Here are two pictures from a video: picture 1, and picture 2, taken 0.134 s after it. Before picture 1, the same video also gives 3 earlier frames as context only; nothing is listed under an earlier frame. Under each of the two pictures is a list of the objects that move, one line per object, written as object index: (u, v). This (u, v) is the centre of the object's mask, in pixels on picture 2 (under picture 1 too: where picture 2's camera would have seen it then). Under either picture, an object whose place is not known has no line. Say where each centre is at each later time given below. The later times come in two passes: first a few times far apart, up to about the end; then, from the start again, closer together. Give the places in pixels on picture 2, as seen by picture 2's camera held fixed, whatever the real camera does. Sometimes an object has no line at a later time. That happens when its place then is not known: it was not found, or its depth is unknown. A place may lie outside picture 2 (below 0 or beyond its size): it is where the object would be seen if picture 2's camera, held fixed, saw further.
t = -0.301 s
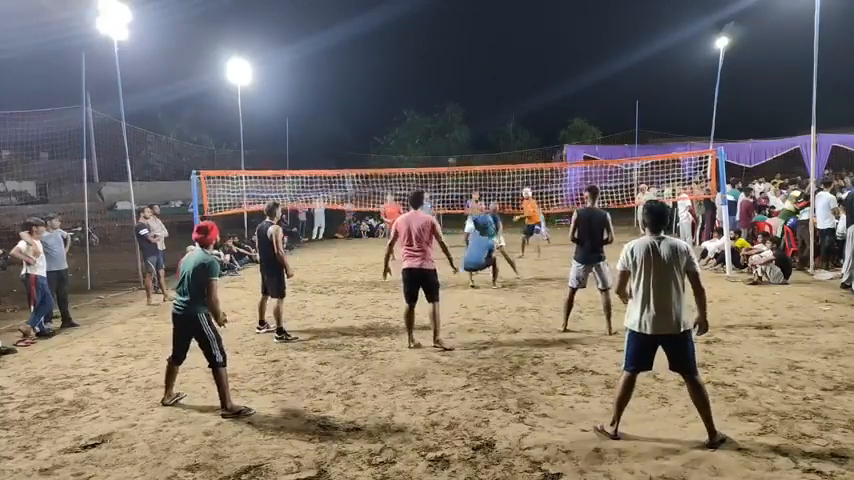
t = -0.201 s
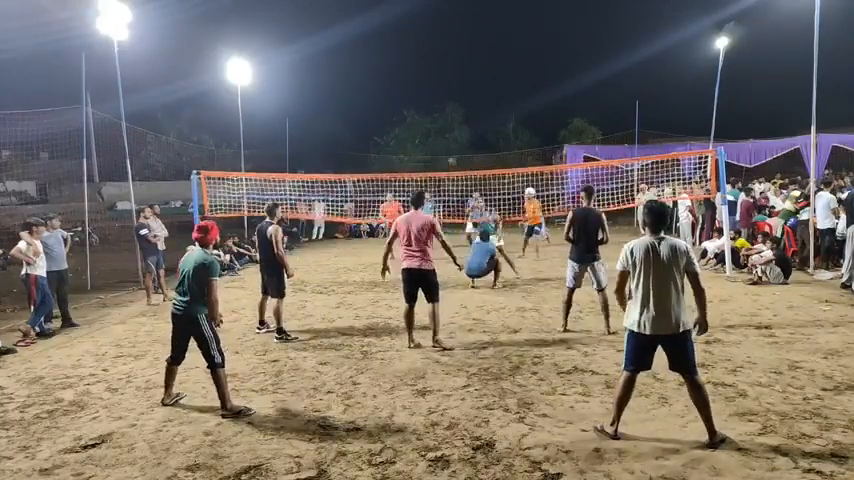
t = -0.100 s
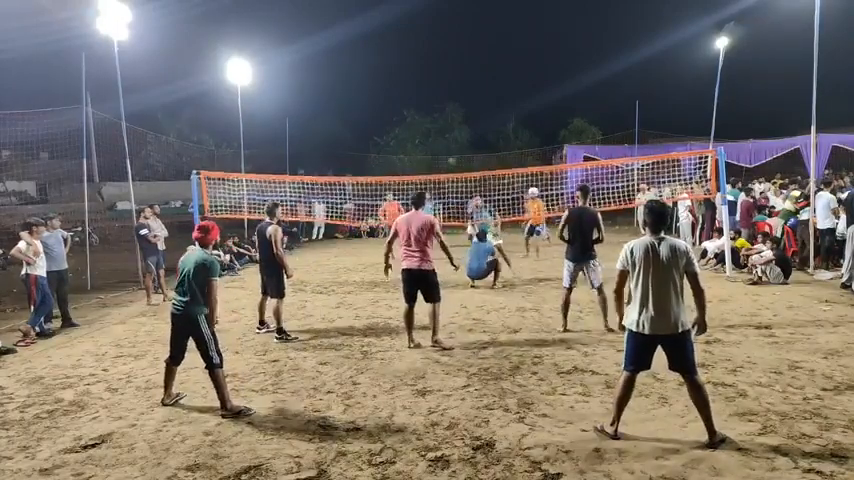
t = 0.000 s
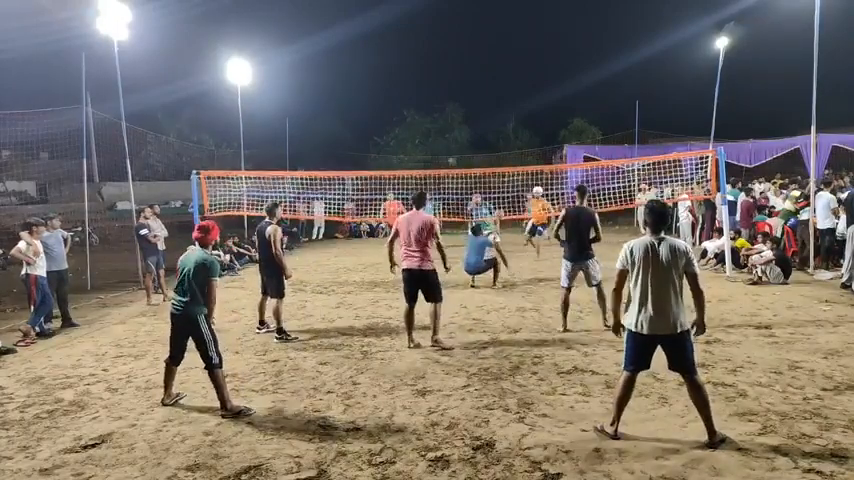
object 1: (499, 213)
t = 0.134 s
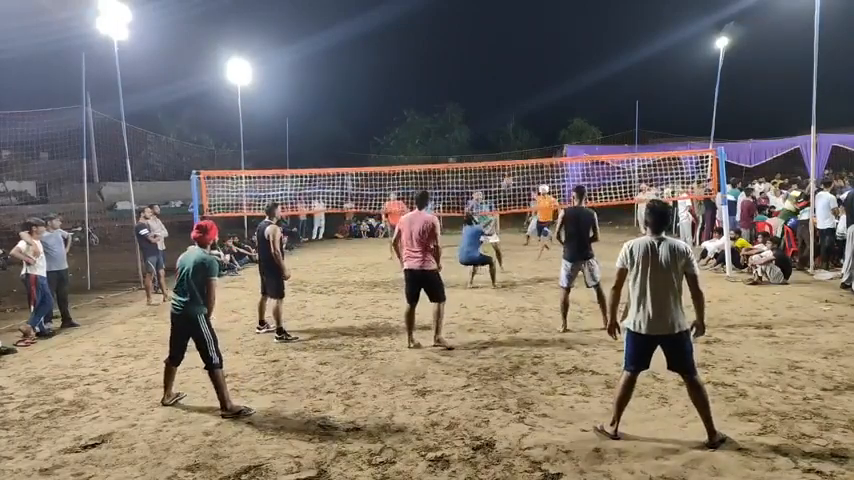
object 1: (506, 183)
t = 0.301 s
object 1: (519, 153)
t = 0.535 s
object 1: (540, 136)
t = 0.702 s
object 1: (557, 145)
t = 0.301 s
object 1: (519, 153)
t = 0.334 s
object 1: (522, 149)
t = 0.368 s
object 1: (525, 145)
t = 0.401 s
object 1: (528, 142)
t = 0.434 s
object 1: (531, 140)
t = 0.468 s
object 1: (534, 138)
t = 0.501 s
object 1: (537, 137)
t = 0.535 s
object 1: (540, 136)
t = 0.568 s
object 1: (544, 136)
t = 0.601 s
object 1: (547, 137)
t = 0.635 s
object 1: (550, 139)
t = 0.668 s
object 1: (554, 142)
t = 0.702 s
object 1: (557, 145)
